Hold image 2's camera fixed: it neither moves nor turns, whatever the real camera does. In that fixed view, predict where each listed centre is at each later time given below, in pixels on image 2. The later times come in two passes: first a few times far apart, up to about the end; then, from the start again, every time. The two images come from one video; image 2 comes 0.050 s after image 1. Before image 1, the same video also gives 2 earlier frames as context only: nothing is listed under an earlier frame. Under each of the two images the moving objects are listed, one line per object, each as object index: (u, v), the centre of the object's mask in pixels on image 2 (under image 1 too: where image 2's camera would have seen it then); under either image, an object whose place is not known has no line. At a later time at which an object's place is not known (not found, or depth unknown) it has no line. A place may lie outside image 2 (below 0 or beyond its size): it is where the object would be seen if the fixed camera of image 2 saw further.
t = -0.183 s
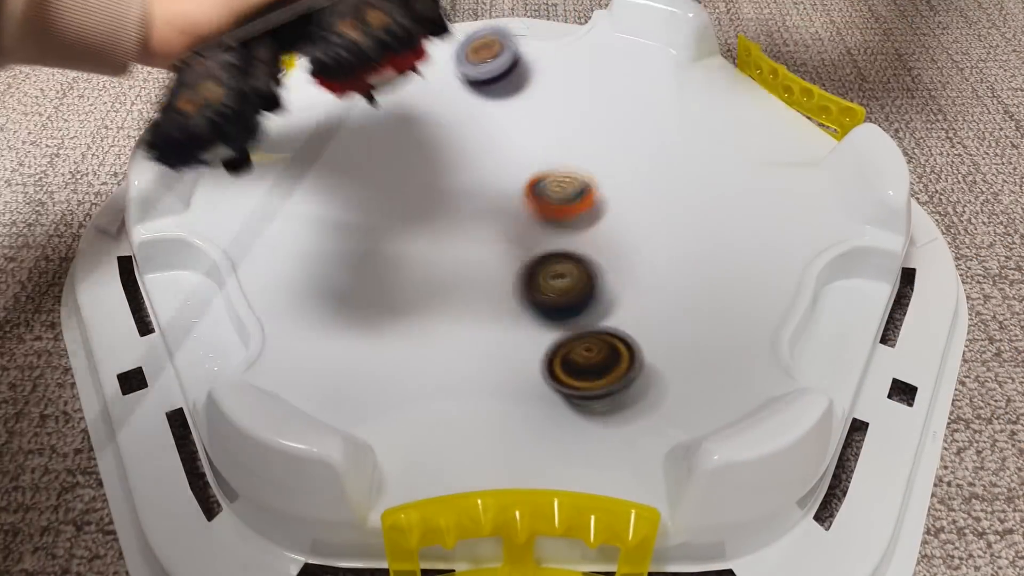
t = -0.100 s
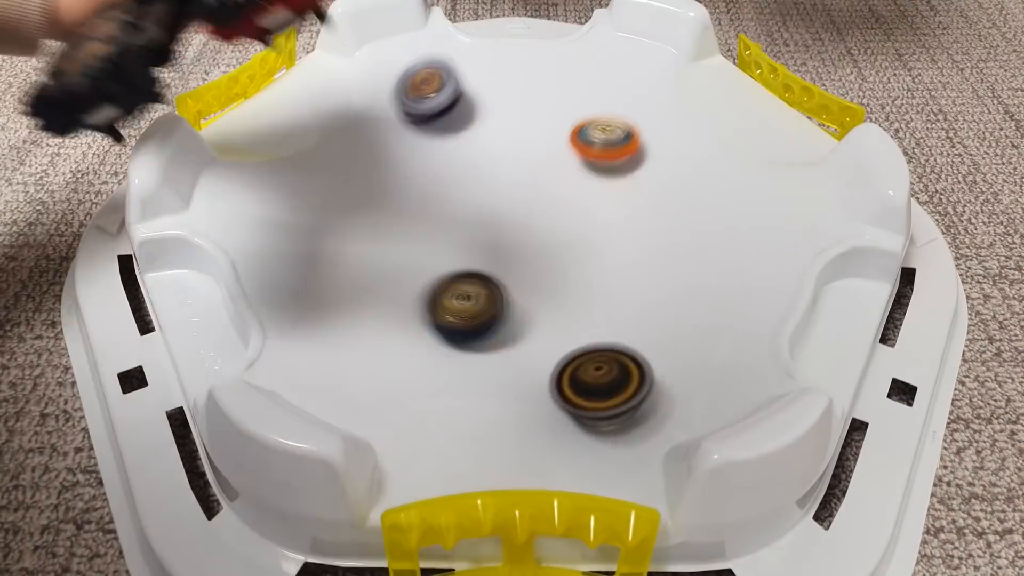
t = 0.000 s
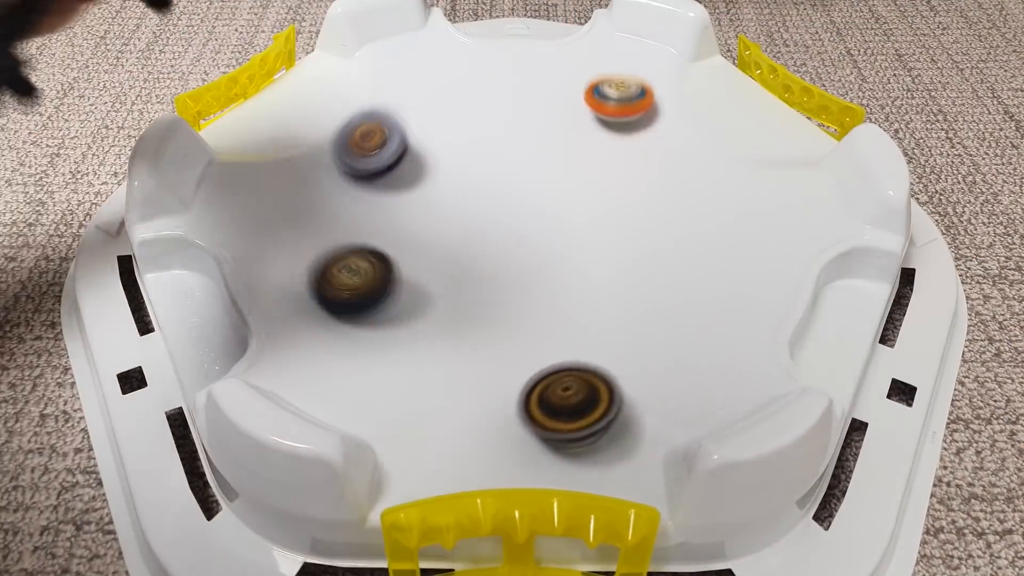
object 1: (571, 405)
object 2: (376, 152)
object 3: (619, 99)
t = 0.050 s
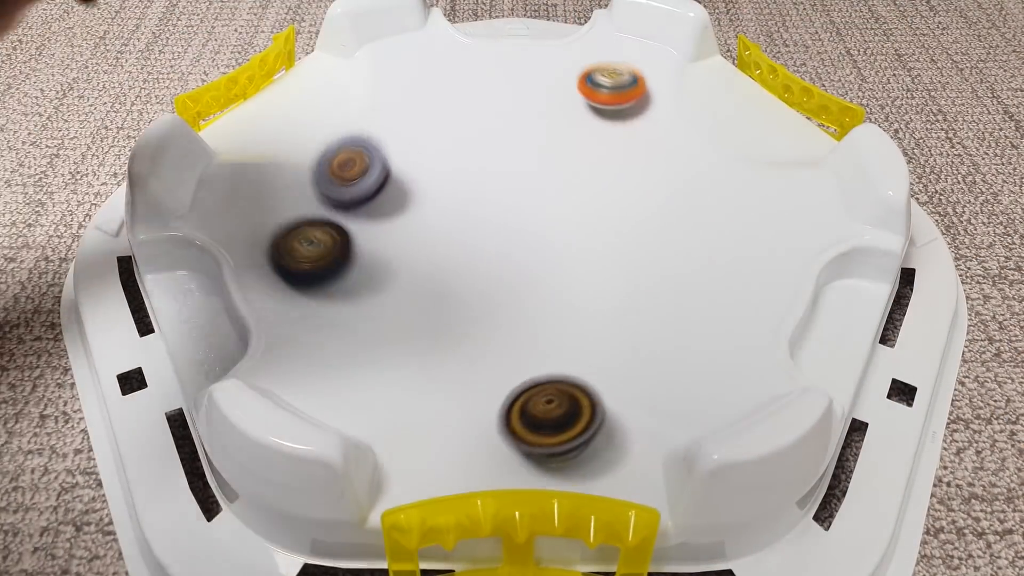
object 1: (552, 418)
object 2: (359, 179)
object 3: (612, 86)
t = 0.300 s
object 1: (461, 417)
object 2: (446, 221)
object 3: (461, 105)
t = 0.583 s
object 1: (430, 430)
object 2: (660, 177)
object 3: (608, 298)
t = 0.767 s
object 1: (421, 435)
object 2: (704, 193)
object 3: (779, 344)
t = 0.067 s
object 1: (546, 423)
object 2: (354, 188)
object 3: (608, 84)
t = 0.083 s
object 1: (540, 428)
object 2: (354, 196)
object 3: (602, 81)
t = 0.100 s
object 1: (534, 434)
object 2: (356, 202)
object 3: (595, 80)
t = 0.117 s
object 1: (527, 439)
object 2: (354, 205)
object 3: (587, 79)
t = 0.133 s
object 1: (521, 443)
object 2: (359, 208)
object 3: (579, 78)
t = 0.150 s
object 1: (515, 444)
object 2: (364, 210)
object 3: (570, 78)
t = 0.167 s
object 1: (509, 442)
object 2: (371, 212)
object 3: (561, 80)
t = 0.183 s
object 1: (503, 439)
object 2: (378, 214)
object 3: (550, 80)
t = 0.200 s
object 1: (498, 439)
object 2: (386, 217)
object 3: (539, 82)
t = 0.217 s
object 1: (492, 434)
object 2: (395, 217)
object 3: (527, 85)
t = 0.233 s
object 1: (486, 430)
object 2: (404, 218)
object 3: (515, 87)
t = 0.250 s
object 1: (480, 425)
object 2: (414, 219)
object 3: (502, 91)
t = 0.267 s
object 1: (474, 423)
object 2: (424, 220)
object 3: (489, 95)
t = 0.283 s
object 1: (468, 420)
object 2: (435, 220)
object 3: (475, 100)
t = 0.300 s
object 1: (461, 417)
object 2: (446, 221)
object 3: (461, 105)
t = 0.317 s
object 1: (455, 413)
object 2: (457, 220)
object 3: (446, 110)
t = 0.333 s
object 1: (448, 411)
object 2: (469, 219)
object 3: (431, 117)
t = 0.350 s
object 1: (442, 409)
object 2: (480, 219)
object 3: (416, 123)
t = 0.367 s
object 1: (435, 407)
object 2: (491, 218)
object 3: (400, 131)
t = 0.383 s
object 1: (427, 404)
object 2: (502, 216)
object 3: (383, 140)
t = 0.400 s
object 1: (420, 403)
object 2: (512, 215)
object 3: (367, 148)
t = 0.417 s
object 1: (414, 402)
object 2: (522, 213)
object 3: (366, 161)
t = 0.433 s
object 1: (409, 402)
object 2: (531, 211)
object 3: (396, 178)
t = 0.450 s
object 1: (405, 403)
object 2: (539, 209)
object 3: (426, 197)
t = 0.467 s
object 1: (404, 405)
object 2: (546, 208)
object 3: (459, 214)
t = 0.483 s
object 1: (404, 408)
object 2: (562, 203)
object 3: (484, 232)
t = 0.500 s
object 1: (405, 415)
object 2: (582, 199)
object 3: (504, 245)
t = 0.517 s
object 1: (410, 419)
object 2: (600, 193)
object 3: (524, 260)
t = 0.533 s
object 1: (416, 422)
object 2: (617, 189)
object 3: (544, 271)
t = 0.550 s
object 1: (421, 424)
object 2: (632, 185)
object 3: (565, 281)
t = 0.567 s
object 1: (426, 428)
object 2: (647, 180)
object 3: (586, 290)
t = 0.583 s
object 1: (430, 430)
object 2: (660, 177)
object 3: (608, 298)
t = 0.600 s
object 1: (433, 432)
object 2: (671, 174)
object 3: (628, 304)
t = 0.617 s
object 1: (436, 434)
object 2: (681, 173)
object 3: (649, 312)
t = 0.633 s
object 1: (437, 436)
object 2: (688, 172)
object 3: (669, 318)
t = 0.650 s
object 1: (438, 437)
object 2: (695, 172)
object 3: (687, 324)
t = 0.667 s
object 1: (438, 438)
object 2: (701, 172)
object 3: (704, 329)
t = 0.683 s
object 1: (438, 438)
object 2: (704, 173)
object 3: (721, 333)
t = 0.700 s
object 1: (436, 438)
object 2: (707, 176)
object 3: (737, 337)
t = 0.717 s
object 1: (434, 438)
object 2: (707, 180)
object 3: (750, 340)
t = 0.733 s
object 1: (431, 437)
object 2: (707, 183)
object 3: (762, 343)
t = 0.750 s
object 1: (426, 436)
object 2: (706, 188)
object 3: (772, 344)
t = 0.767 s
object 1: (421, 435)
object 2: (704, 193)
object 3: (779, 344)
